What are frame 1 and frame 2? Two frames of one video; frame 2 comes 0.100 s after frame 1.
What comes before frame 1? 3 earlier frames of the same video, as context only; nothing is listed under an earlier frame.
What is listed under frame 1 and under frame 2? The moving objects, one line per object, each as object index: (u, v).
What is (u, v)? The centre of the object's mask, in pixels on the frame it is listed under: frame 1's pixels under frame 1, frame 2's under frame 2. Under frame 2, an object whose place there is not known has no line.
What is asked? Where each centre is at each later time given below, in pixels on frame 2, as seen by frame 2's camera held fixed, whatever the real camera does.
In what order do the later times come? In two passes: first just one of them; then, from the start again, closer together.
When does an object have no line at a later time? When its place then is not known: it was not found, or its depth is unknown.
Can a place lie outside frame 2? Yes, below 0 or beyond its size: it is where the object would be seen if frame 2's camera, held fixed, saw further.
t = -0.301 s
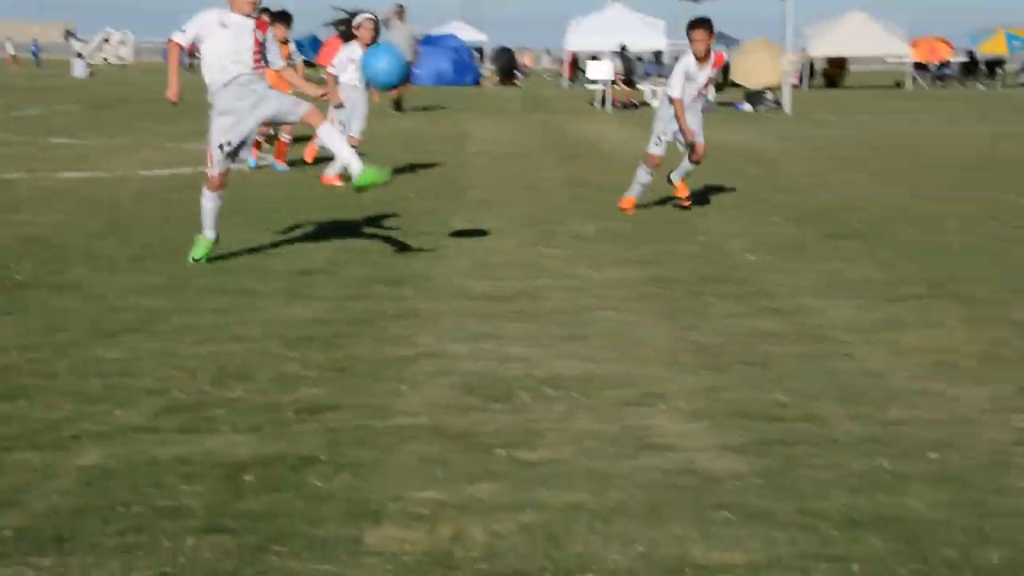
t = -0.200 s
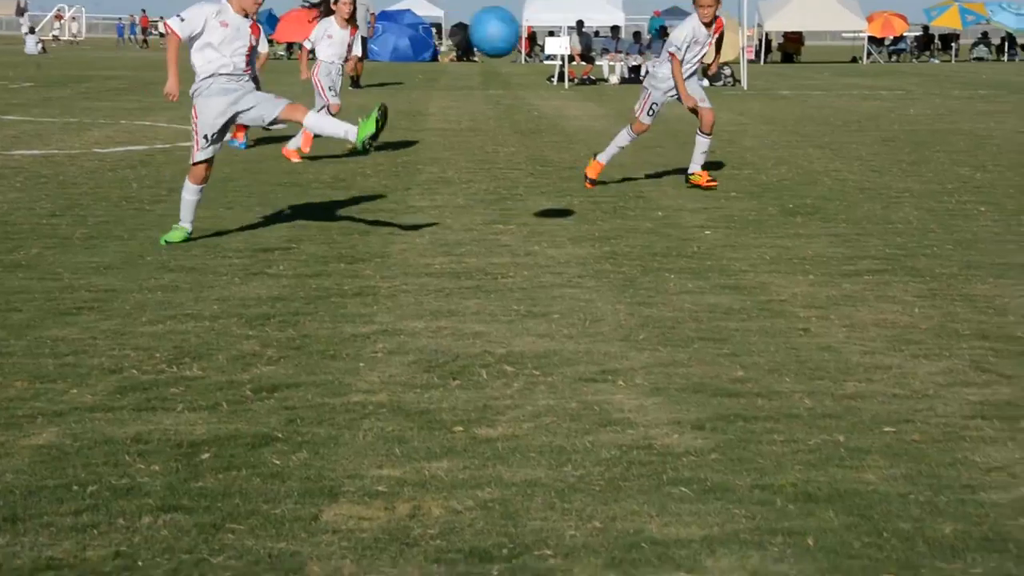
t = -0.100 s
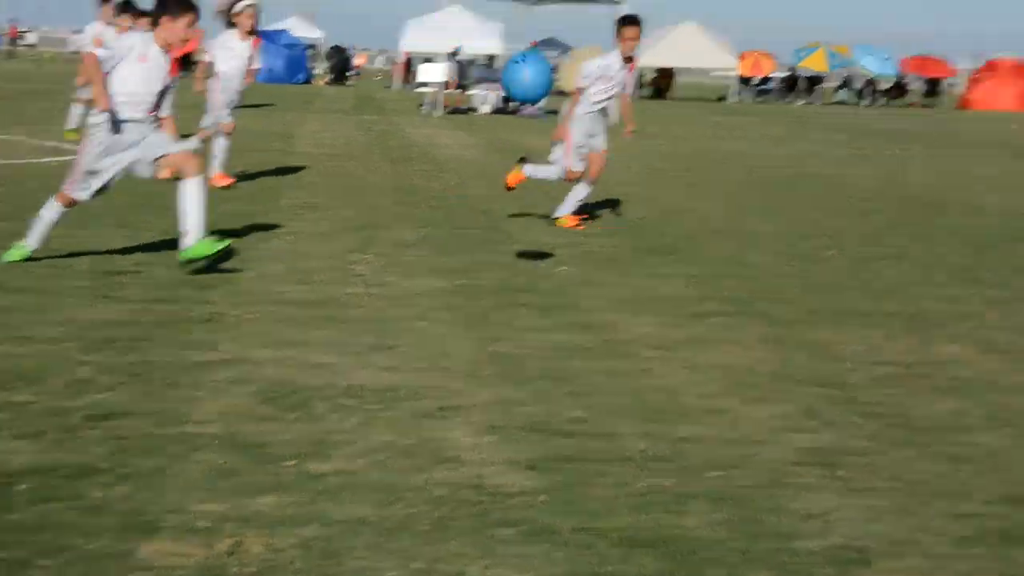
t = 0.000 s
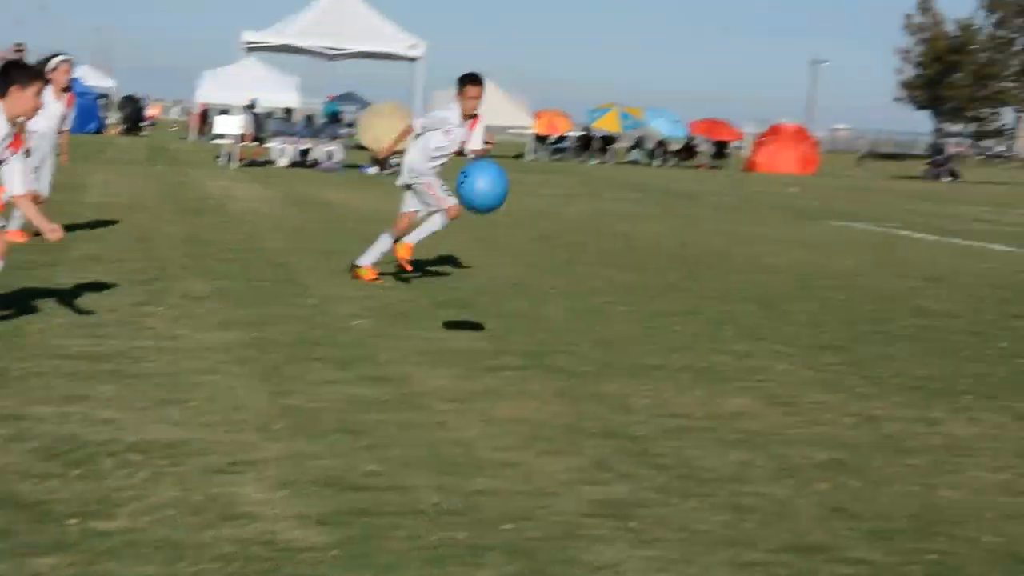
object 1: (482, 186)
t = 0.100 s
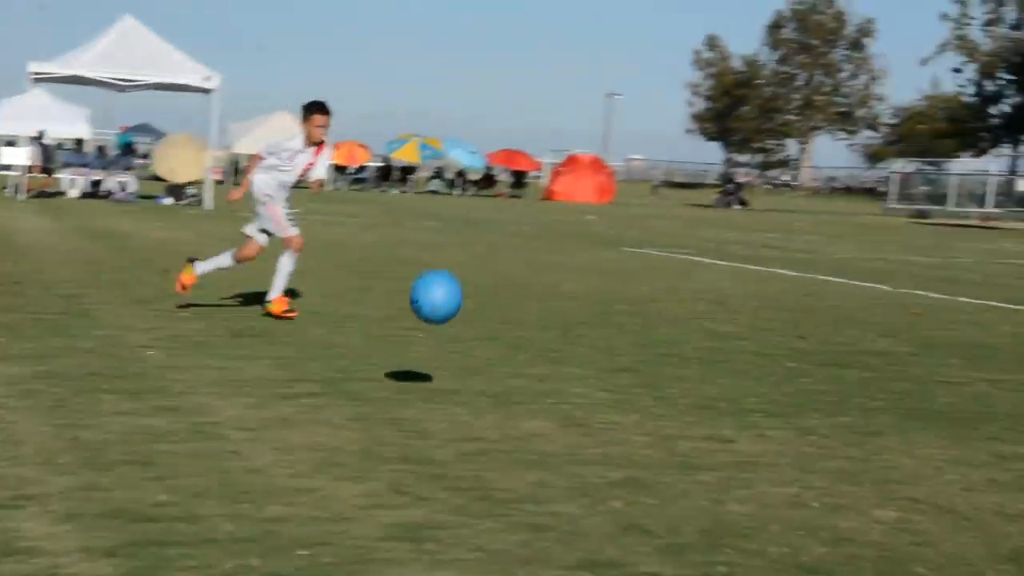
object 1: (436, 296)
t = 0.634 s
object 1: (1207, 367)
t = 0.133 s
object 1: (487, 329)
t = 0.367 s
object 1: (828, 317)
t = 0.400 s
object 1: (870, 314)
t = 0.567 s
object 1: (1107, 337)
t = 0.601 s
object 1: (1156, 350)
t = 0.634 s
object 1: (1207, 367)
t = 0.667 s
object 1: (1258, 389)
